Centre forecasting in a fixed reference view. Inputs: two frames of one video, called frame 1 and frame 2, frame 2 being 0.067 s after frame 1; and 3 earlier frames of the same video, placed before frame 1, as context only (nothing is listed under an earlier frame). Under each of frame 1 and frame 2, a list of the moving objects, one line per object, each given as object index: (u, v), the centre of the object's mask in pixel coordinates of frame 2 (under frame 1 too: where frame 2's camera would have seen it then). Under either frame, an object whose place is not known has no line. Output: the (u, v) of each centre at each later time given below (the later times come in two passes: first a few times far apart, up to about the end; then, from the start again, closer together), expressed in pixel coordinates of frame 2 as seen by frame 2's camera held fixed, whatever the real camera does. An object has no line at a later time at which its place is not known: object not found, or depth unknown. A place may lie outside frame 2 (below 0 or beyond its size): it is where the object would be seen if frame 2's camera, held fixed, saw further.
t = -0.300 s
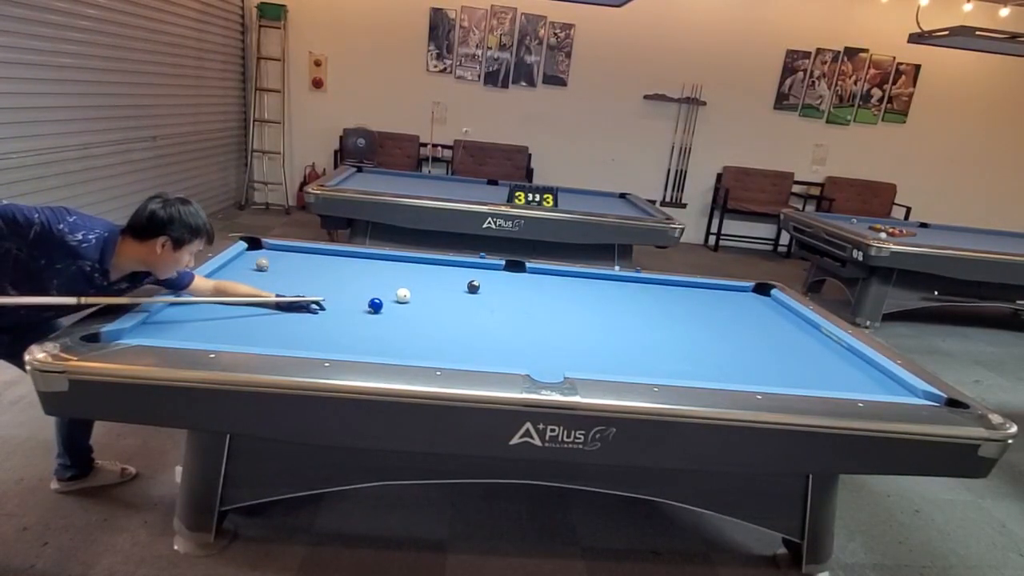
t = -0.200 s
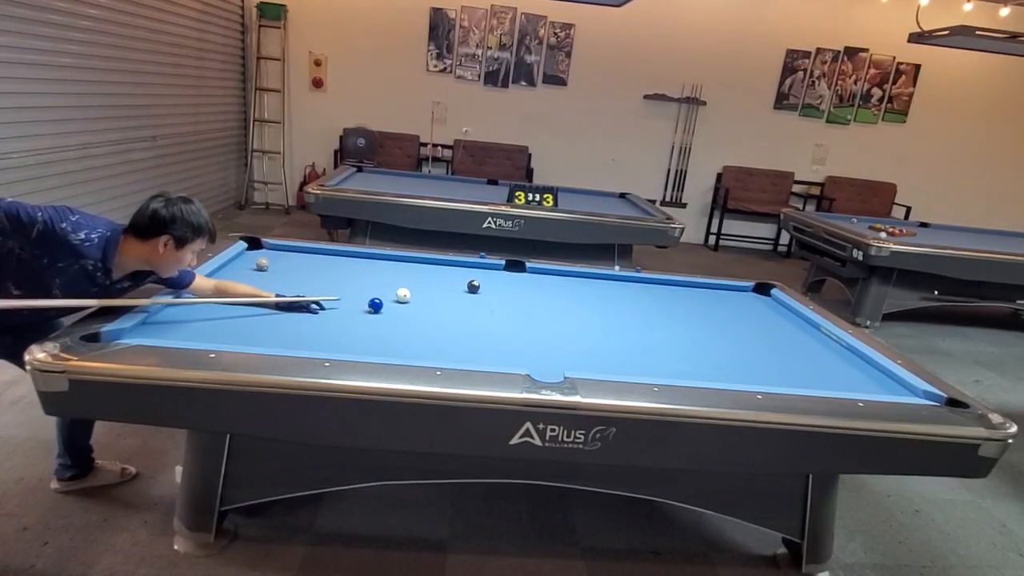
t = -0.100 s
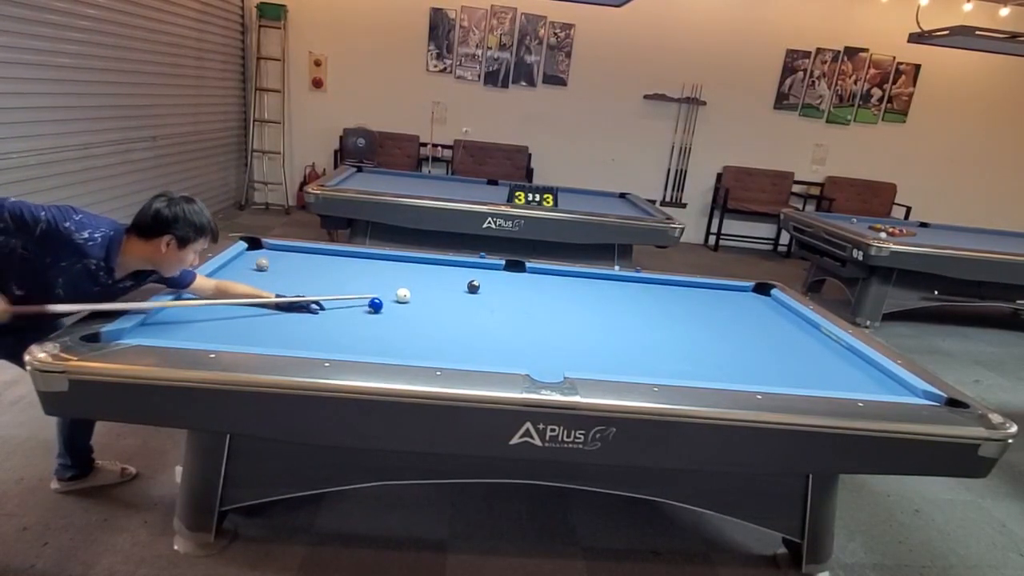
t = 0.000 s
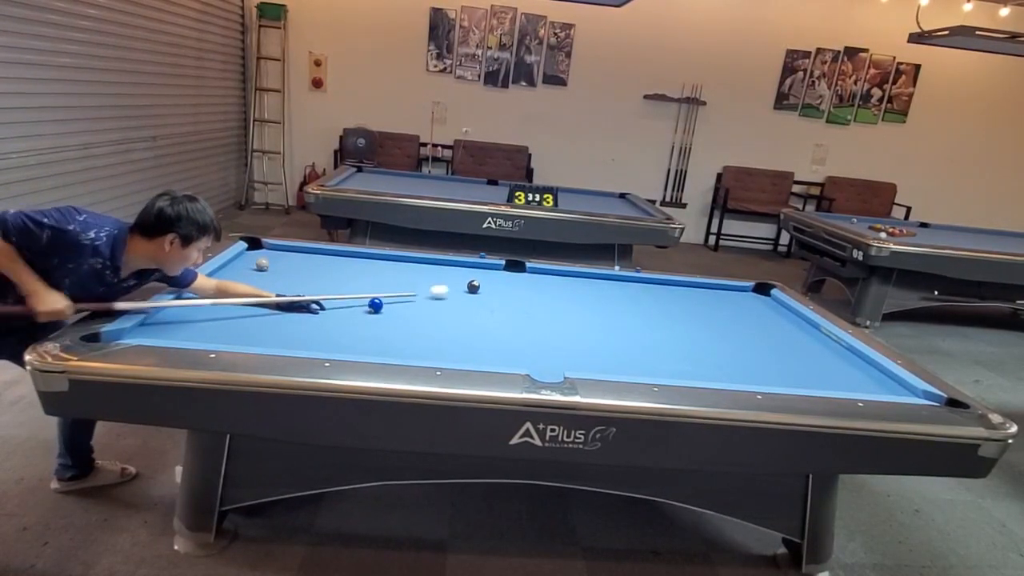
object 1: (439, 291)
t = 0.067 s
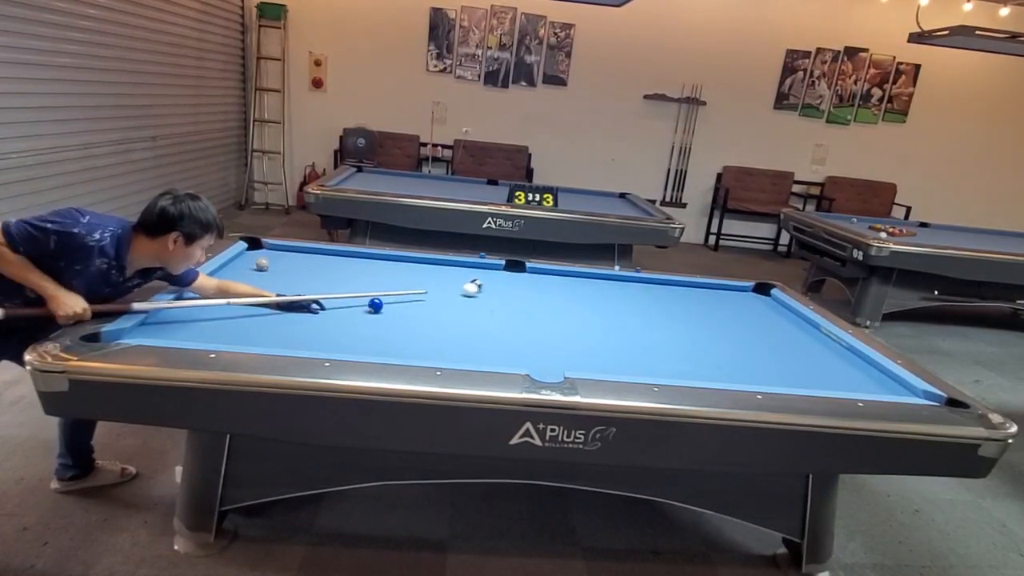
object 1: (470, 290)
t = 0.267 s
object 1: (519, 298)
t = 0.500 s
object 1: (576, 307)
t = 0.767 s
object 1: (641, 317)
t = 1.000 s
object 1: (698, 326)
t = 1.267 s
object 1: (762, 335)
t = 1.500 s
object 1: (819, 344)
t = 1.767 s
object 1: (832, 349)
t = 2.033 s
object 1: (808, 351)
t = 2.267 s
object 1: (788, 353)
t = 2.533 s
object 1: (764, 355)
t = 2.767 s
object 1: (744, 357)
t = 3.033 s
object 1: (720, 359)
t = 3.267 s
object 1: (700, 361)
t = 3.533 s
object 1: (677, 363)
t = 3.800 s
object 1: (655, 365)
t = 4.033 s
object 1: (636, 367)
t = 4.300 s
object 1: (615, 367)
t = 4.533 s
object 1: (598, 367)
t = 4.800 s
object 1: (579, 367)
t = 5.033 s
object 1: (564, 367)
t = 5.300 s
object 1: (551, 368)
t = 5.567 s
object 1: (539, 366)
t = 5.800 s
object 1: (530, 363)
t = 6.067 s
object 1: (521, 361)
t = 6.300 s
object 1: (517, 359)
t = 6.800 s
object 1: (506, 358)
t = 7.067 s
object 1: (504, 358)
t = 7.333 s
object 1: (503, 358)
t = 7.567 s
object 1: (503, 358)
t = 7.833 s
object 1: (502, 358)
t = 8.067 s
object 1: (502, 358)
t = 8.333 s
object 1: (502, 358)
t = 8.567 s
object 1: (502, 358)
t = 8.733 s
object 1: (502, 358)
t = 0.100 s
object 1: (479, 291)
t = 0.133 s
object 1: (487, 293)
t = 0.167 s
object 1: (495, 295)
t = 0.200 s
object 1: (503, 296)
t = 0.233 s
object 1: (511, 297)
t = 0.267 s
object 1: (519, 298)
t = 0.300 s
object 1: (528, 299)
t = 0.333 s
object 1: (536, 301)
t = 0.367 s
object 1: (544, 302)
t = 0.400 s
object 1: (552, 303)
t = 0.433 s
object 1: (560, 304)
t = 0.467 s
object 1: (568, 306)
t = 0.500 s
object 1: (576, 307)
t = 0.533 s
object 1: (584, 308)
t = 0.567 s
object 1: (592, 309)
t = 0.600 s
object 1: (600, 311)
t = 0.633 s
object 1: (608, 312)
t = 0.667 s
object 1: (616, 313)
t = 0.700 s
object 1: (624, 315)
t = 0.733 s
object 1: (632, 316)
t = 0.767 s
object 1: (641, 317)
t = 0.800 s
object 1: (649, 318)
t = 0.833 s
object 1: (657, 319)
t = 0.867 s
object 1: (665, 321)
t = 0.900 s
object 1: (673, 322)
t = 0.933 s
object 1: (681, 323)
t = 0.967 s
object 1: (689, 324)
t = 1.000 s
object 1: (698, 326)
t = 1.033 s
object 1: (705, 327)
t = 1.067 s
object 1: (713, 328)
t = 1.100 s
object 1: (722, 329)
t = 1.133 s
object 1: (730, 330)
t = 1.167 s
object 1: (737, 332)
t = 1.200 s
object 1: (746, 333)
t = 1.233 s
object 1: (754, 334)
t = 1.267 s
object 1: (762, 335)
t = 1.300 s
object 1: (770, 337)
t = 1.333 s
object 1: (778, 338)
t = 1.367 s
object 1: (786, 339)
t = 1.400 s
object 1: (795, 340)
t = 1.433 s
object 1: (803, 341)
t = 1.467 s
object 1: (811, 343)
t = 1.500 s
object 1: (819, 344)
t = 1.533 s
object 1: (828, 345)
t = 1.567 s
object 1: (836, 347)
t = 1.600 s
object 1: (844, 348)
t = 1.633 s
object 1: (845, 349)
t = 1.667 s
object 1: (842, 348)
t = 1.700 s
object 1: (838, 349)
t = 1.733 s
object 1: (835, 349)
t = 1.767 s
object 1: (832, 349)
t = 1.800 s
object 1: (829, 349)
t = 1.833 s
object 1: (826, 350)
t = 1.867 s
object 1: (823, 350)
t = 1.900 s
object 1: (820, 350)
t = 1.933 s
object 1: (817, 351)
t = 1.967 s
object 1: (815, 351)
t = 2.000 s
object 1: (811, 351)
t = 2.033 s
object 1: (808, 351)
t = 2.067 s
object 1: (806, 352)
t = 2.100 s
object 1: (803, 352)
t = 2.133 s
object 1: (799, 352)
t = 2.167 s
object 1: (797, 352)
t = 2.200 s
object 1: (794, 353)
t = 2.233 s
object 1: (790, 353)
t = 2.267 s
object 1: (788, 353)
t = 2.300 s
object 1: (785, 353)
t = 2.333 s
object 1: (782, 354)
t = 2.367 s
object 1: (779, 354)
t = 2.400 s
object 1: (776, 354)
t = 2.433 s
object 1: (773, 355)
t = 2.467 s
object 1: (770, 355)
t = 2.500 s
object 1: (767, 355)
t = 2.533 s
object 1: (764, 355)
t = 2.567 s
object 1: (761, 356)
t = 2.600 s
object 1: (758, 356)
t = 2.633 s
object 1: (755, 356)
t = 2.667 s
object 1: (752, 357)
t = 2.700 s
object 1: (749, 357)
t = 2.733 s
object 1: (746, 357)
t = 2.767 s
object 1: (744, 357)
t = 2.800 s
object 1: (740, 357)
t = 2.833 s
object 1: (738, 358)
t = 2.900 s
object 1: (732, 358)
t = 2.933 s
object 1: (729, 359)
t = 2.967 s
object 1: (726, 359)
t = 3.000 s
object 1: (723, 359)
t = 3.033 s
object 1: (720, 359)
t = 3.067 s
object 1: (717, 360)
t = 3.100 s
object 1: (714, 360)
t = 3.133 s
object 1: (711, 360)
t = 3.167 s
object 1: (709, 360)
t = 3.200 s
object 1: (706, 361)
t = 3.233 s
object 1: (703, 361)
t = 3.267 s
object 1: (700, 361)
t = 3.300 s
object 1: (697, 361)
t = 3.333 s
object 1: (694, 361)
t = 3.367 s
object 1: (691, 362)
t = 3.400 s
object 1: (688, 362)
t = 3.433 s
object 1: (685, 362)
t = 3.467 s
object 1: (683, 362)
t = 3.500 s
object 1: (680, 362)
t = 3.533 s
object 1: (677, 363)
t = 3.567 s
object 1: (674, 363)
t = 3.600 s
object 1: (671, 363)
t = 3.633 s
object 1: (669, 364)
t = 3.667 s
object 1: (666, 364)
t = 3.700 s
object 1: (663, 364)
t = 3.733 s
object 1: (660, 364)
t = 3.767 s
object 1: (657, 365)
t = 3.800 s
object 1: (655, 365)
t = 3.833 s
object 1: (652, 365)
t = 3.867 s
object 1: (649, 365)
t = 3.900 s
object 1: (647, 366)
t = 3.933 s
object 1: (644, 366)
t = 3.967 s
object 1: (642, 366)
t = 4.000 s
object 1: (639, 367)
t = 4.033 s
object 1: (636, 367)
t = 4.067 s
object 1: (633, 367)
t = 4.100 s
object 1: (630, 367)
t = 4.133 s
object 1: (628, 367)
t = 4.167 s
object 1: (626, 367)
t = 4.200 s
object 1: (623, 367)
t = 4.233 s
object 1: (620, 367)
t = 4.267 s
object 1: (618, 367)
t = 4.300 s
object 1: (615, 367)
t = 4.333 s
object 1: (613, 367)
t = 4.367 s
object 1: (611, 367)
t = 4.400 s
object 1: (608, 367)
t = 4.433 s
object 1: (606, 367)
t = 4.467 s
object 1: (603, 367)
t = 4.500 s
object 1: (600, 367)
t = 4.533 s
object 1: (598, 367)
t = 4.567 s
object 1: (596, 367)
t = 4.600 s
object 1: (593, 367)
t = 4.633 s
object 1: (591, 367)
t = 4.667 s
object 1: (589, 367)
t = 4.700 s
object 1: (586, 367)
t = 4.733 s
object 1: (584, 367)
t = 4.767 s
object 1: (581, 367)
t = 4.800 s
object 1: (579, 367)
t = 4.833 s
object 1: (577, 367)
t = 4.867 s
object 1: (574, 367)
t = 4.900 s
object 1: (573, 367)
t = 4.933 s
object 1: (570, 367)
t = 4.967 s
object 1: (568, 367)
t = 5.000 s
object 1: (566, 367)
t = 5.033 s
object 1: (564, 367)
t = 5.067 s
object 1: (562, 368)
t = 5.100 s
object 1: (560, 368)
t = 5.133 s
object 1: (559, 368)
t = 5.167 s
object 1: (557, 368)
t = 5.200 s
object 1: (555, 368)
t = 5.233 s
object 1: (554, 368)
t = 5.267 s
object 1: (552, 368)
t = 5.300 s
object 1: (551, 368)
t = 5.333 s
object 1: (549, 368)
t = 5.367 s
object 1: (547, 367)
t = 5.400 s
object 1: (546, 367)
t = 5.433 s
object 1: (544, 366)
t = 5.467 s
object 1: (543, 366)
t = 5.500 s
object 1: (541, 366)
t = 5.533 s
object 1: (540, 366)
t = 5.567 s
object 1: (539, 366)
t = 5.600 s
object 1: (537, 365)
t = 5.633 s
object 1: (536, 365)
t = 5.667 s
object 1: (535, 365)
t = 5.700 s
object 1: (534, 364)
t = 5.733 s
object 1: (533, 364)
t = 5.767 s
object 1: (532, 364)
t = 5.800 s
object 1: (530, 363)
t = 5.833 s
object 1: (529, 363)
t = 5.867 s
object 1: (528, 363)
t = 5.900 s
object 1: (527, 362)
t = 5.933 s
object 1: (526, 362)
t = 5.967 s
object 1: (525, 362)
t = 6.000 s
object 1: (524, 362)
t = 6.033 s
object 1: (523, 361)
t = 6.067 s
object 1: (521, 361)
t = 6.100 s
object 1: (521, 360)
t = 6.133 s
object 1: (520, 360)
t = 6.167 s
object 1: (519, 360)
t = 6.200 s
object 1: (518, 360)
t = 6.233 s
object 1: (517, 360)
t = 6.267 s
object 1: (516, 360)
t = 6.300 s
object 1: (517, 359)
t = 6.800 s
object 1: (506, 358)
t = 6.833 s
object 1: (506, 358)
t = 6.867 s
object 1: (505, 358)
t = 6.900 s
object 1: (505, 358)
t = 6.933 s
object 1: (505, 358)
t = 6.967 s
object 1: (505, 358)
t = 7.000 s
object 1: (504, 358)
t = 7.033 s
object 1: (504, 358)
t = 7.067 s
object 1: (504, 358)
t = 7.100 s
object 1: (503, 358)
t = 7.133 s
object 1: (503, 358)
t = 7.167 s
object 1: (503, 358)
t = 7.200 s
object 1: (503, 358)
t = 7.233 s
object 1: (503, 358)
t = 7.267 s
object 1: (503, 358)
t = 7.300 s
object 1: (503, 358)
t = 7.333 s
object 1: (503, 358)
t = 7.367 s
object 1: (503, 358)
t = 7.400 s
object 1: (503, 358)
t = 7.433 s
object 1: (503, 358)
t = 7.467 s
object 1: (503, 358)
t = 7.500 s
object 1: (503, 358)
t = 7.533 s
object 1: (502, 358)
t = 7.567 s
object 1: (503, 358)
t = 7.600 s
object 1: (503, 358)
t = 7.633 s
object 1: (502, 358)
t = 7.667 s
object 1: (502, 358)
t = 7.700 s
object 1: (502, 358)
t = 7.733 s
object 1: (502, 358)
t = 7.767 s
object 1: (502, 358)
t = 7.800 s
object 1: (503, 355)
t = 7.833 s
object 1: (502, 358)
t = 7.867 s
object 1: (502, 358)
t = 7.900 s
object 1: (502, 358)
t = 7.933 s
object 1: (502, 358)
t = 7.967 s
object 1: (502, 358)
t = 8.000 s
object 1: (502, 358)
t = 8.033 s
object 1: (502, 358)
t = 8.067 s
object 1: (502, 358)
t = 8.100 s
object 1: (502, 358)
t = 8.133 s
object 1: (502, 358)
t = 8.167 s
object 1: (502, 358)
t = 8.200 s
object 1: (502, 358)
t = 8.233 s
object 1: (502, 358)
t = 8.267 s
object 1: (502, 358)
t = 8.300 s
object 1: (502, 358)
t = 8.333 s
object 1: (502, 358)
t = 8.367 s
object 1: (502, 358)
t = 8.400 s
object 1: (502, 358)
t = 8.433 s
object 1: (502, 358)
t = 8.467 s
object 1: (502, 358)
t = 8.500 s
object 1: (502, 358)
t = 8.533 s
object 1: (502, 358)
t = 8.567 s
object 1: (502, 358)
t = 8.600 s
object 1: (502, 358)
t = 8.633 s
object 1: (502, 358)
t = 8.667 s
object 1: (502, 358)
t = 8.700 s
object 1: (502, 358)
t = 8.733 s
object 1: (502, 358)
